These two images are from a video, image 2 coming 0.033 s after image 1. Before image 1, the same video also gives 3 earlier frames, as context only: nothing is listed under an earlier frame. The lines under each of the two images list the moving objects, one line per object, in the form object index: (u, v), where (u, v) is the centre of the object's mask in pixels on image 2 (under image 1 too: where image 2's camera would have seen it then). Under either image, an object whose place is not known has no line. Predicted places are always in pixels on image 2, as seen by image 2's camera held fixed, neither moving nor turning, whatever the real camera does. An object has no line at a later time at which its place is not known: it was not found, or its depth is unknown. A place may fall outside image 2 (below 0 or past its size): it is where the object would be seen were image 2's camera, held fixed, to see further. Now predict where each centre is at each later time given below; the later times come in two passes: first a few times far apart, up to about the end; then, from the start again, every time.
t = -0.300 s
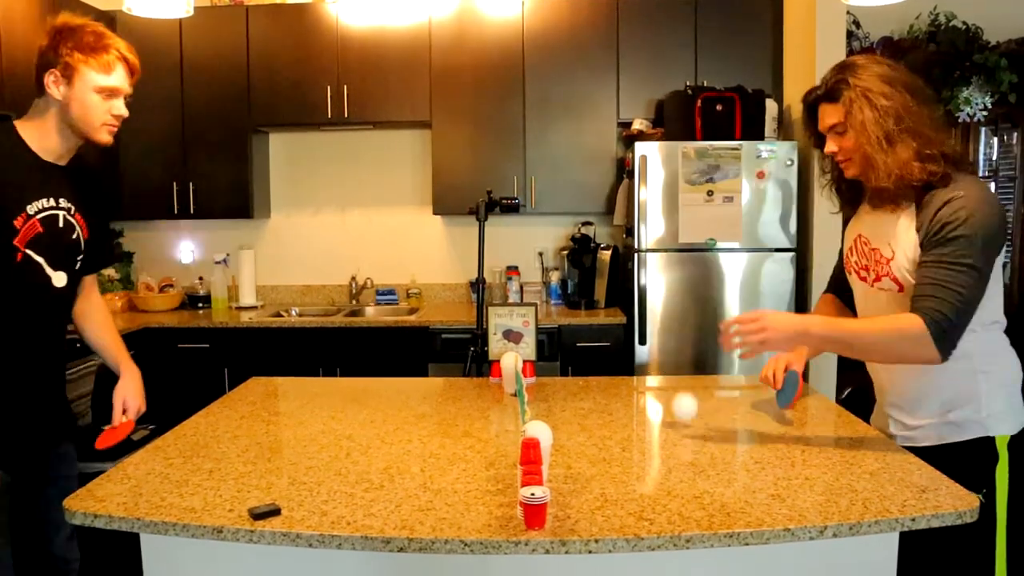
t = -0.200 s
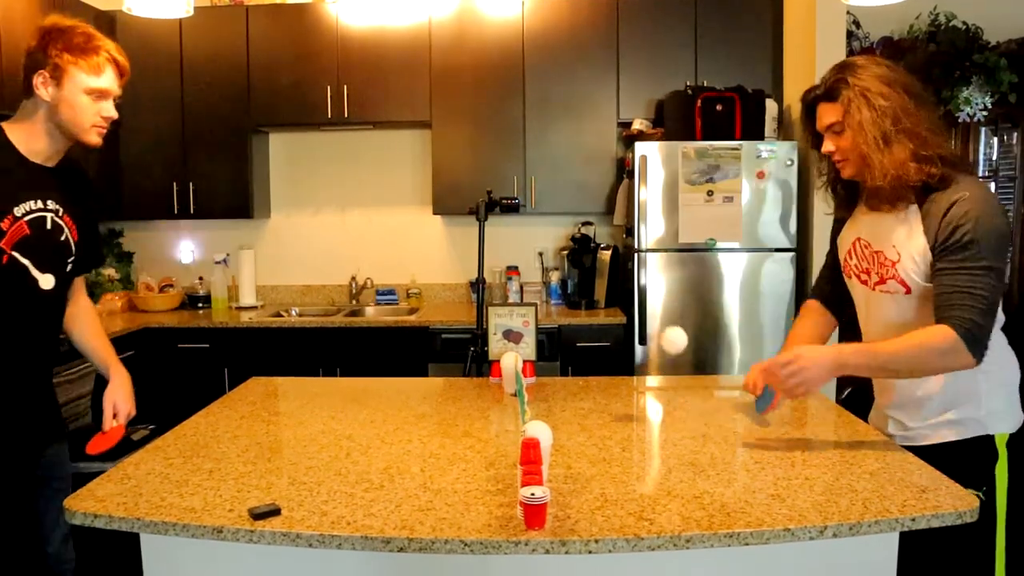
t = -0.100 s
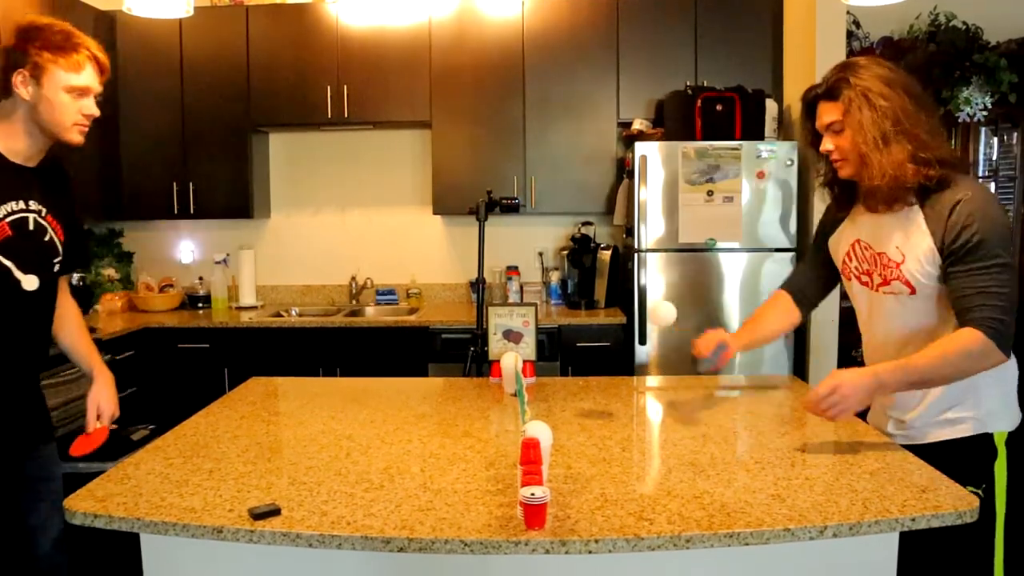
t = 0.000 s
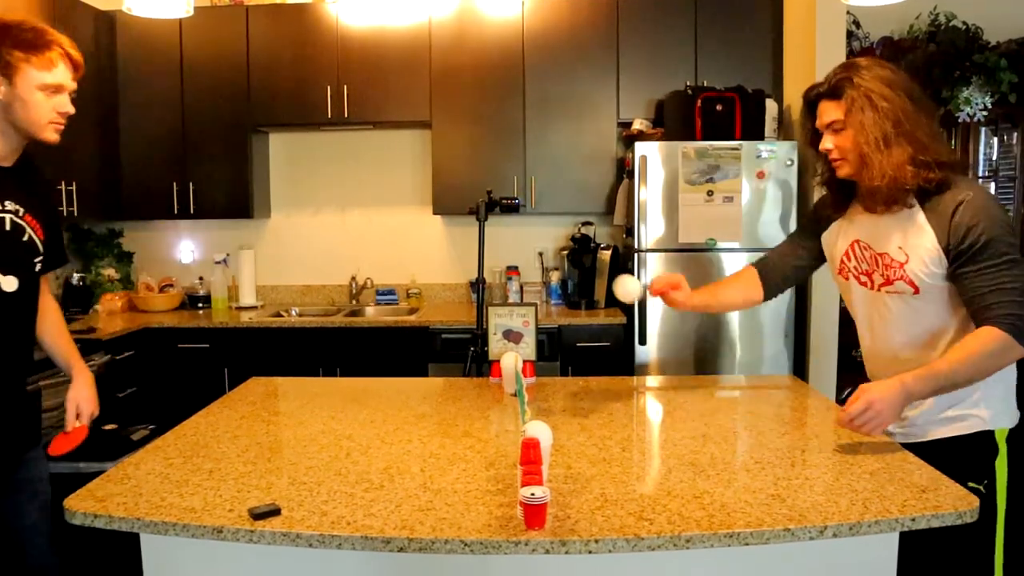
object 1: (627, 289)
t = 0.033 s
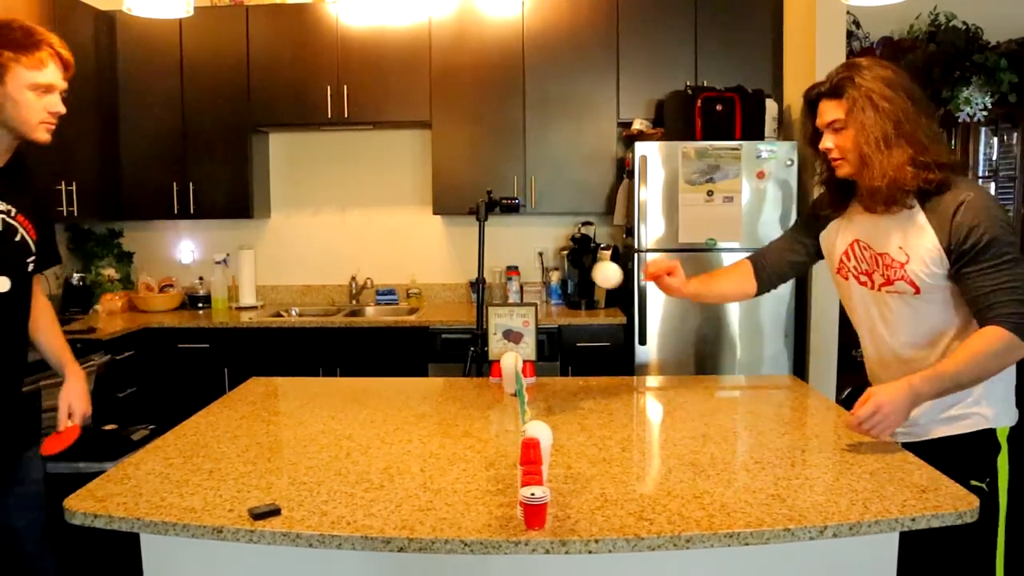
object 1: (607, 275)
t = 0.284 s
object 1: (462, 309)
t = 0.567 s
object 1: (348, 304)
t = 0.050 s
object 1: (596, 269)
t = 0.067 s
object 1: (587, 265)
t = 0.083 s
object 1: (577, 261)
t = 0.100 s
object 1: (567, 259)
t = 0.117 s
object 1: (557, 259)
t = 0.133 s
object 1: (547, 258)
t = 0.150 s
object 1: (537, 259)
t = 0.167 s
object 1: (526, 262)
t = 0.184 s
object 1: (516, 265)
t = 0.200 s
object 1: (507, 270)
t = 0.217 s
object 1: (498, 276)
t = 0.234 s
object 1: (488, 283)
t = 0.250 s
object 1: (480, 291)
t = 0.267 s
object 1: (471, 299)
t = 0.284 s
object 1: (462, 309)
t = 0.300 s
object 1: (453, 320)
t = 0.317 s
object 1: (445, 332)
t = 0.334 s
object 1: (436, 345)
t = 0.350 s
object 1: (428, 359)
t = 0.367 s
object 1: (421, 372)
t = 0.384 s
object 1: (413, 388)
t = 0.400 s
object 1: (405, 401)
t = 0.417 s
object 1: (399, 386)
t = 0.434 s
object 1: (394, 373)
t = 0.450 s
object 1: (388, 361)
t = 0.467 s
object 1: (383, 350)
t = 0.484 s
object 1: (377, 340)
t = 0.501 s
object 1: (371, 330)
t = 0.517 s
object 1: (366, 322)
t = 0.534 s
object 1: (360, 315)
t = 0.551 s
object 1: (354, 308)
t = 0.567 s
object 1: (348, 304)
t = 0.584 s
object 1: (343, 301)
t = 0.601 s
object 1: (338, 298)
